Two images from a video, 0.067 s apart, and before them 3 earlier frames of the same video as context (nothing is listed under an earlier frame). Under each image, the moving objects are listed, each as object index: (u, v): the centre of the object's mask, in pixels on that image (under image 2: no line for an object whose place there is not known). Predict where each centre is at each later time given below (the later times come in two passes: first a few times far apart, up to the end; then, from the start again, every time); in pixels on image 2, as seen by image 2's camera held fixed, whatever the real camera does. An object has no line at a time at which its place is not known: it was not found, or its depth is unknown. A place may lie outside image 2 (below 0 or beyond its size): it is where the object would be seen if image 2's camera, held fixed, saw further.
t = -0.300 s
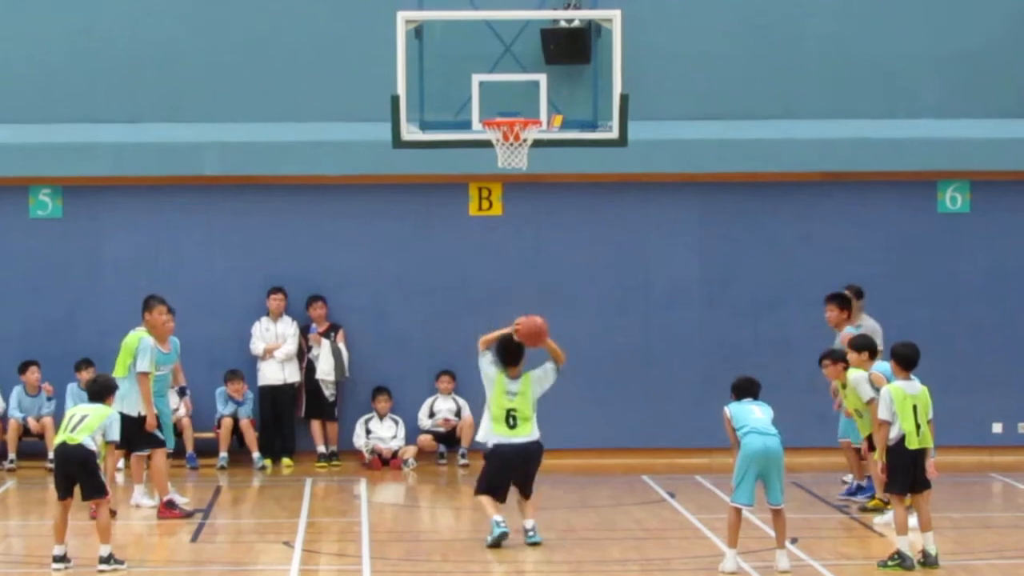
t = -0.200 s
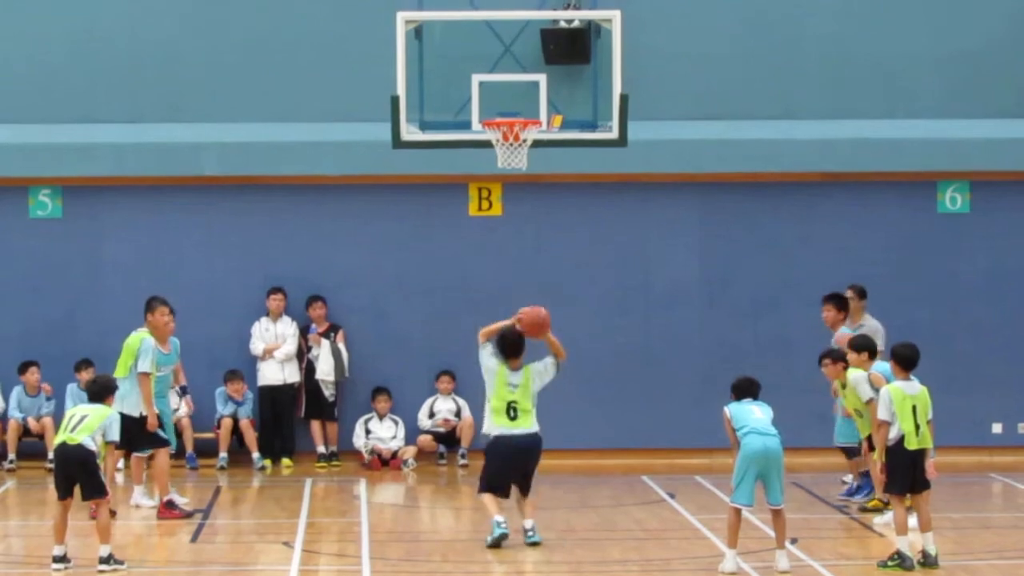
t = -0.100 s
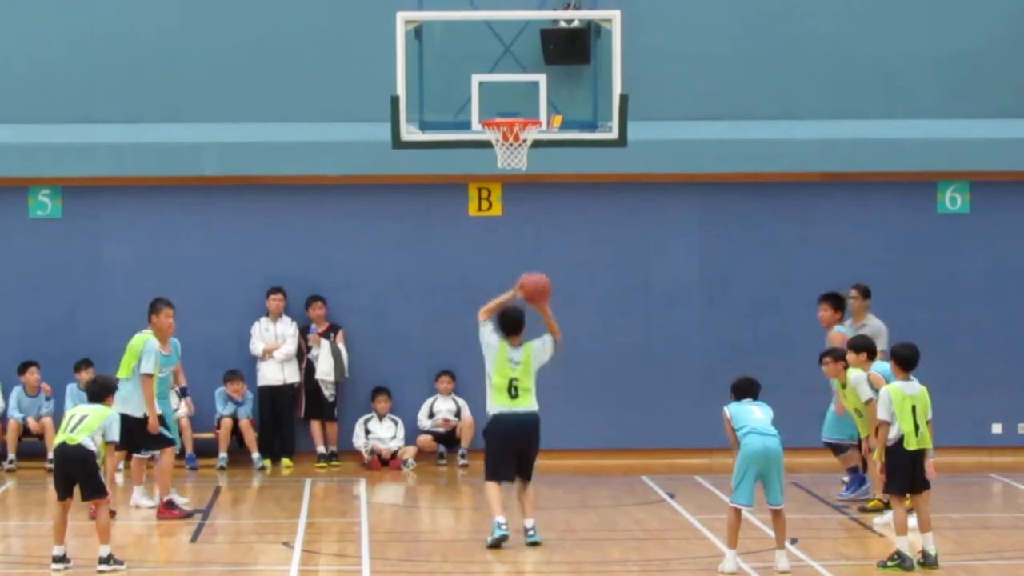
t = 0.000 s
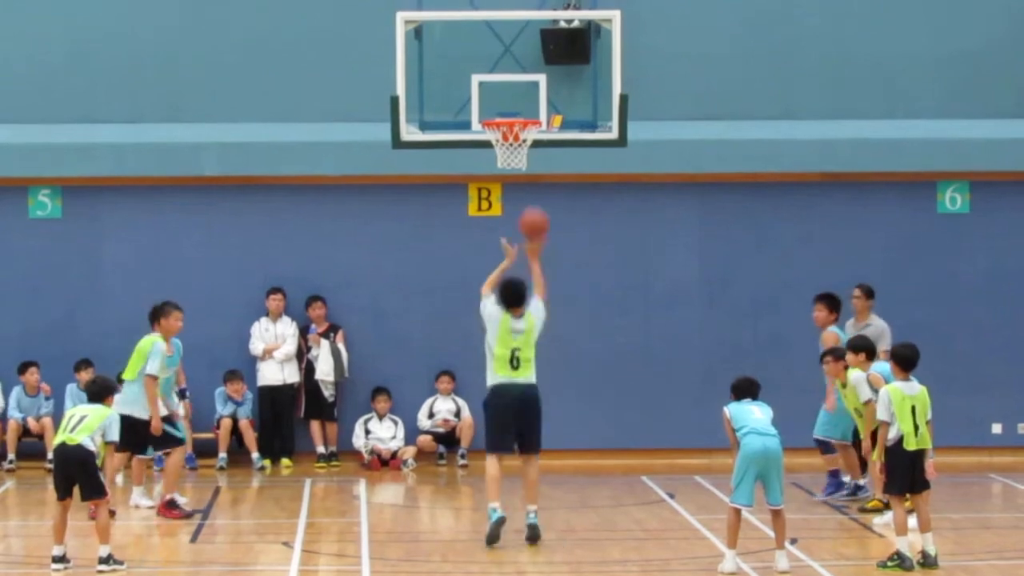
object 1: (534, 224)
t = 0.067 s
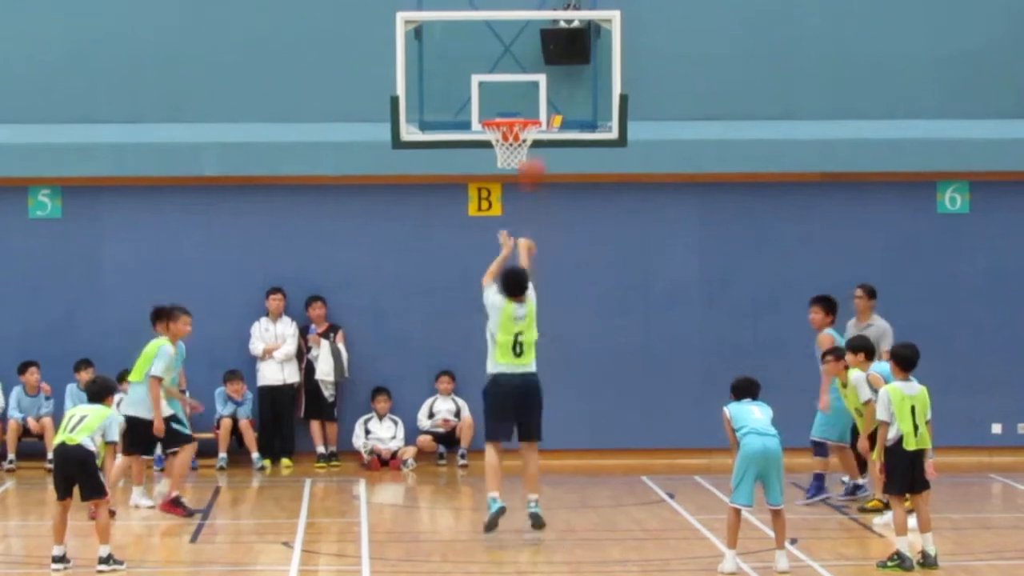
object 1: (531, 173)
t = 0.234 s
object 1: (524, 71)
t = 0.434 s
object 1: (517, 9)
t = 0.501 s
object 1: (515, 4)
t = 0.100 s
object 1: (530, 150)
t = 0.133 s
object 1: (528, 126)
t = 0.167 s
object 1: (527, 105)
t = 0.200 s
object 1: (525, 89)
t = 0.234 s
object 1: (524, 71)
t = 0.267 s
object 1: (523, 57)
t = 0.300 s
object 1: (522, 44)
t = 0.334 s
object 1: (520, 33)
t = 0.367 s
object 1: (519, 22)
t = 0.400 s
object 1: (518, 13)
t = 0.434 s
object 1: (517, 9)
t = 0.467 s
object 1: (516, 6)
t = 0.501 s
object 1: (515, 4)
